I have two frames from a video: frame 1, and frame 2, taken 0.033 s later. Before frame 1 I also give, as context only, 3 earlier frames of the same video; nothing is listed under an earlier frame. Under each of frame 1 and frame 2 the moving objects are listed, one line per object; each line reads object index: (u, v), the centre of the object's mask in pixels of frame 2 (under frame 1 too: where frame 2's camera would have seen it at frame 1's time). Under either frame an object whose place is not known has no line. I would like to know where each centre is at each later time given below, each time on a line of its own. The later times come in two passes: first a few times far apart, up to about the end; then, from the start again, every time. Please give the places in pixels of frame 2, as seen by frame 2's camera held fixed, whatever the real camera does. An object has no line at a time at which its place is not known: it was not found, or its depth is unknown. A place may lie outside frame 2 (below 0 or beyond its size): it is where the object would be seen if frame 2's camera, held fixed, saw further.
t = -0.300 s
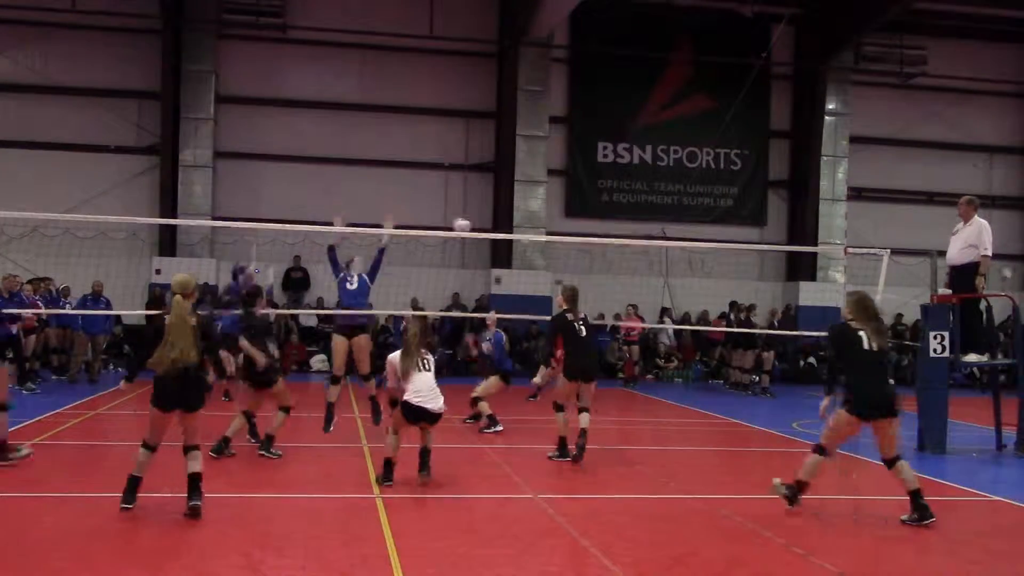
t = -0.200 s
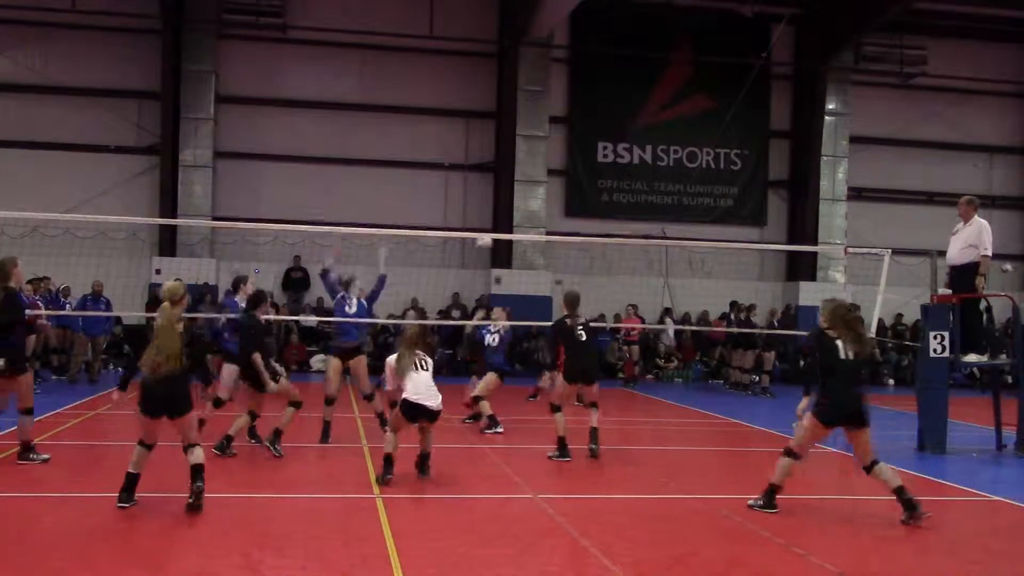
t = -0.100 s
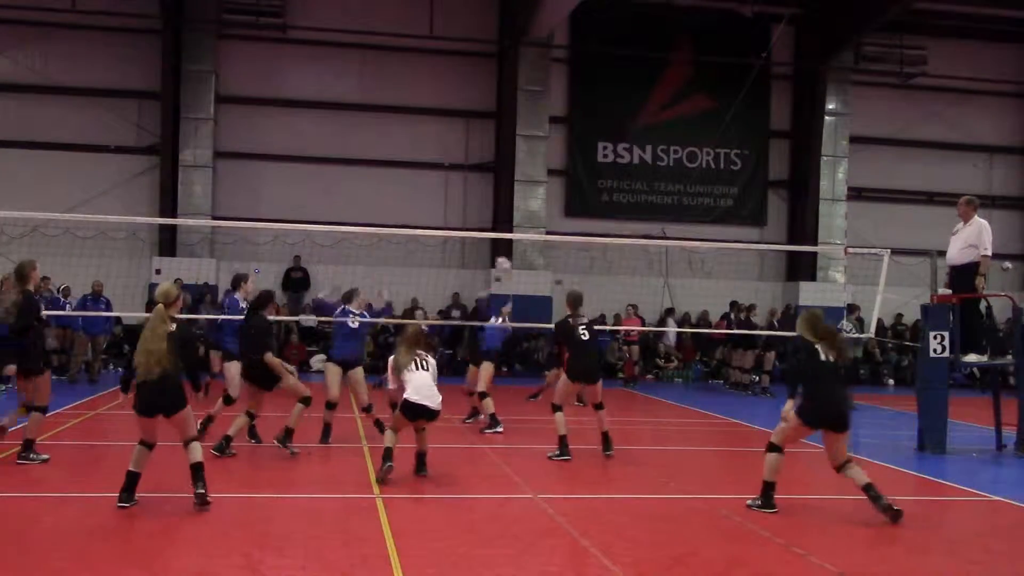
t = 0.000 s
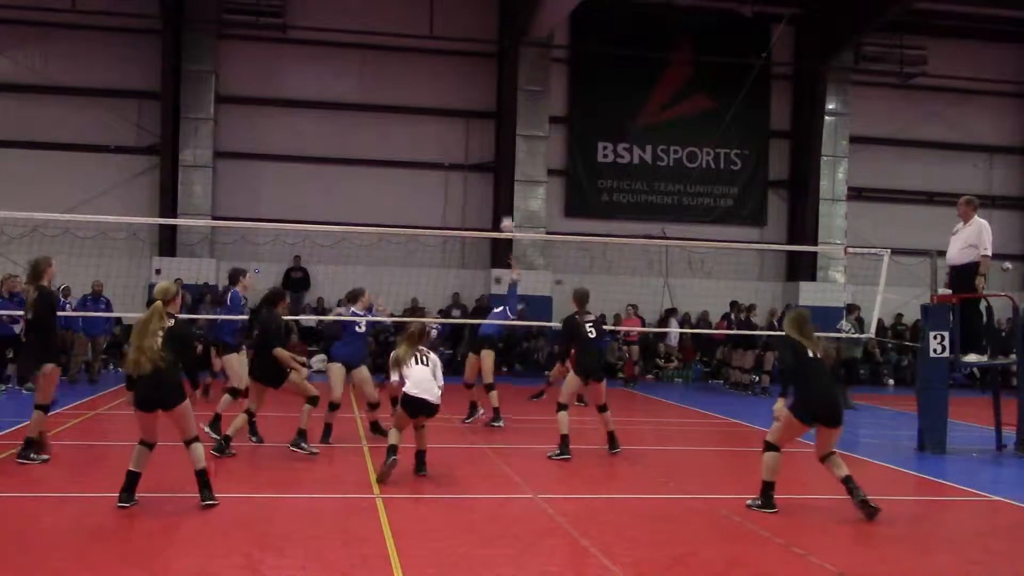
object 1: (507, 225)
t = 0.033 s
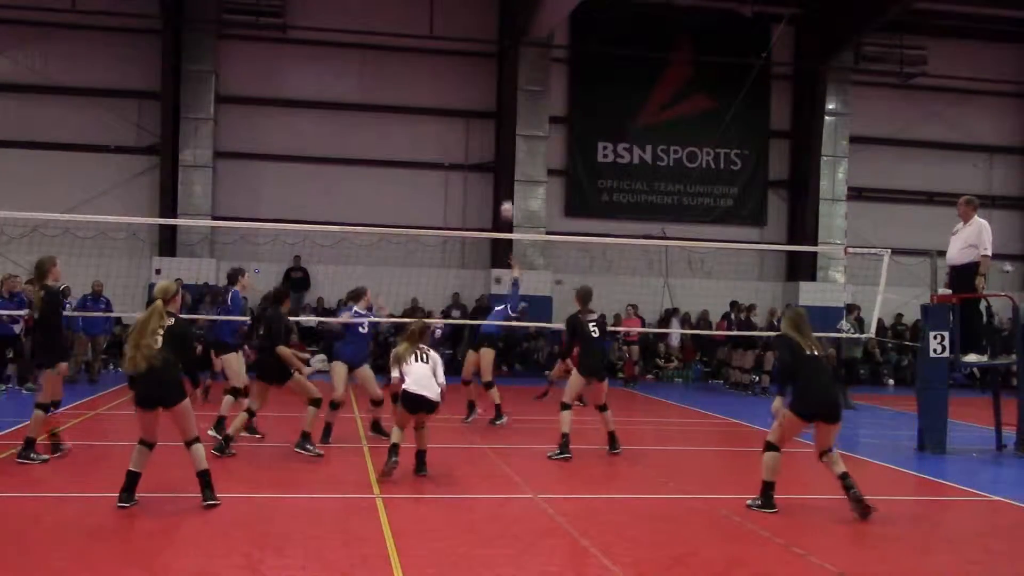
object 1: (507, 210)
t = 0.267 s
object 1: (506, 124)
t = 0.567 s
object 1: (501, 78)
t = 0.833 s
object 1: (495, 91)
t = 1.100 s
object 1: (488, 152)
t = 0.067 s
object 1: (507, 195)
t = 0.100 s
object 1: (507, 180)
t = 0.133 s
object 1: (507, 168)
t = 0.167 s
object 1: (507, 155)
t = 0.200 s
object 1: (506, 143)
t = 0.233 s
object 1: (506, 133)
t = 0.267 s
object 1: (506, 124)
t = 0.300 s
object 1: (505, 115)
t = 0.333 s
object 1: (504, 108)
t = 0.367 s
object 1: (504, 101)
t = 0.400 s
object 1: (504, 94)
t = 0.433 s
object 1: (503, 90)
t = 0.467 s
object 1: (503, 86)
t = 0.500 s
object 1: (502, 82)
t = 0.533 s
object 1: (502, 80)
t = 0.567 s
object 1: (501, 78)
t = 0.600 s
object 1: (500, 77)
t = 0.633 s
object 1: (500, 77)
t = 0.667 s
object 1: (499, 77)
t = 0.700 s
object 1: (498, 79)
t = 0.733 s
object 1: (497, 80)
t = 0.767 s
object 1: (496, 84)
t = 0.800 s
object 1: (496, 87)
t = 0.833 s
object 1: (495, 91)
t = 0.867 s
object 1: (494, 96)
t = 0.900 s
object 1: (494, 103)
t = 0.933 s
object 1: (492, 109)
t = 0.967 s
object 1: (492, 116)
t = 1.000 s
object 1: (491, 124)
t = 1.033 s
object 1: (490, 133)
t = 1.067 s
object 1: (488, 143)
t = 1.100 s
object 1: (488, 152)
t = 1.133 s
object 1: (487, 163)
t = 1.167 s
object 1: (486, 174)
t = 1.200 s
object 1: (485, 186)
